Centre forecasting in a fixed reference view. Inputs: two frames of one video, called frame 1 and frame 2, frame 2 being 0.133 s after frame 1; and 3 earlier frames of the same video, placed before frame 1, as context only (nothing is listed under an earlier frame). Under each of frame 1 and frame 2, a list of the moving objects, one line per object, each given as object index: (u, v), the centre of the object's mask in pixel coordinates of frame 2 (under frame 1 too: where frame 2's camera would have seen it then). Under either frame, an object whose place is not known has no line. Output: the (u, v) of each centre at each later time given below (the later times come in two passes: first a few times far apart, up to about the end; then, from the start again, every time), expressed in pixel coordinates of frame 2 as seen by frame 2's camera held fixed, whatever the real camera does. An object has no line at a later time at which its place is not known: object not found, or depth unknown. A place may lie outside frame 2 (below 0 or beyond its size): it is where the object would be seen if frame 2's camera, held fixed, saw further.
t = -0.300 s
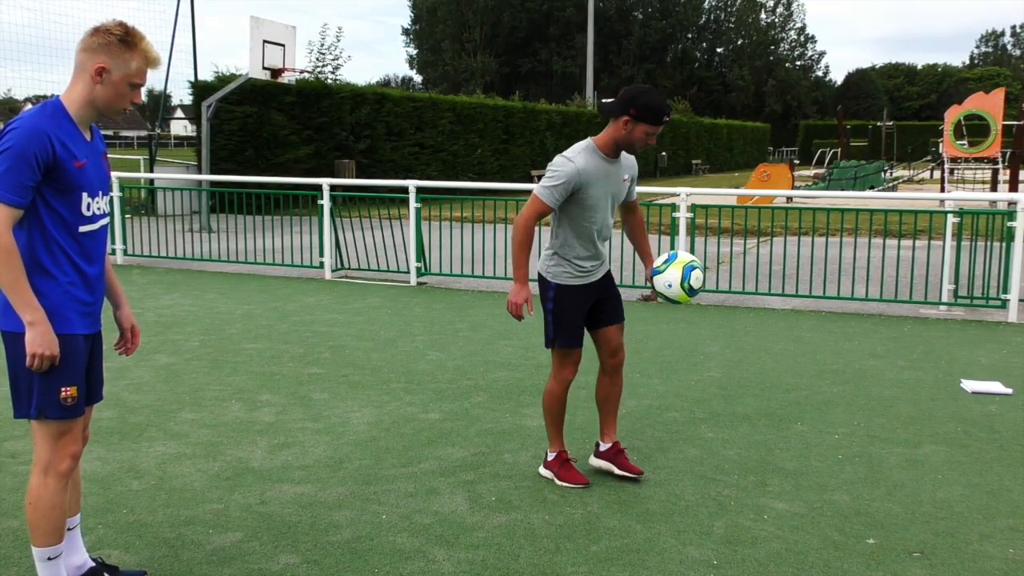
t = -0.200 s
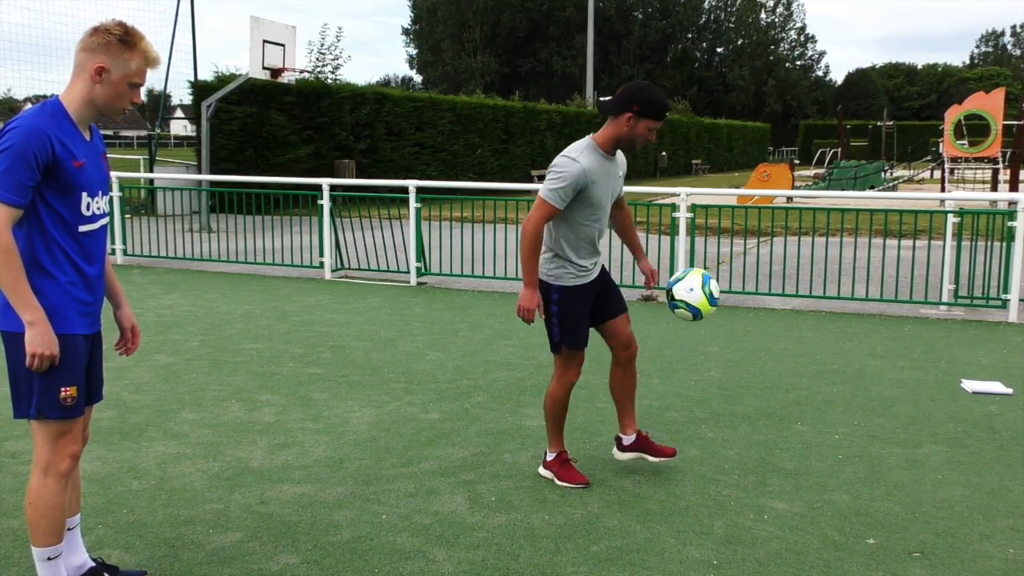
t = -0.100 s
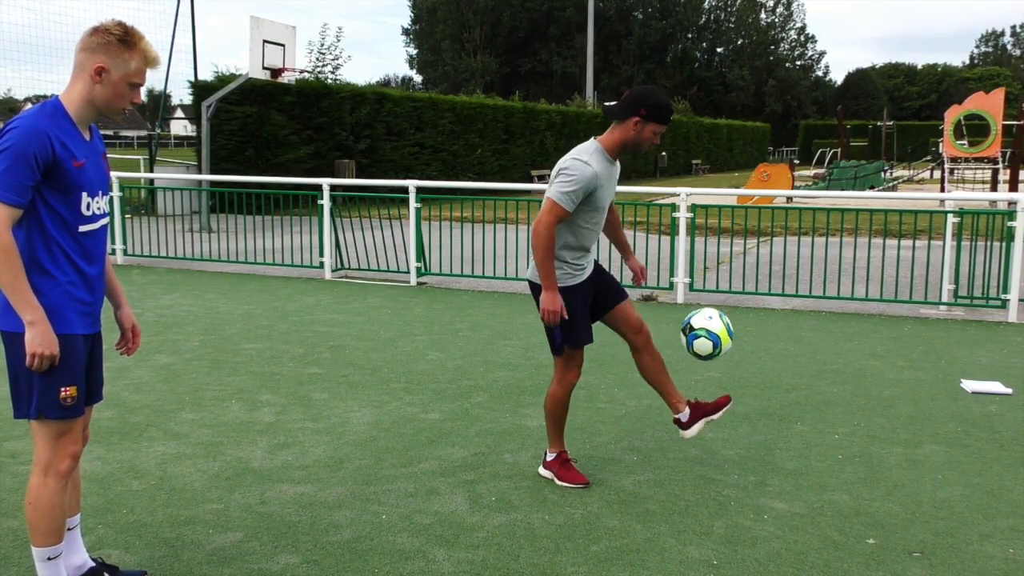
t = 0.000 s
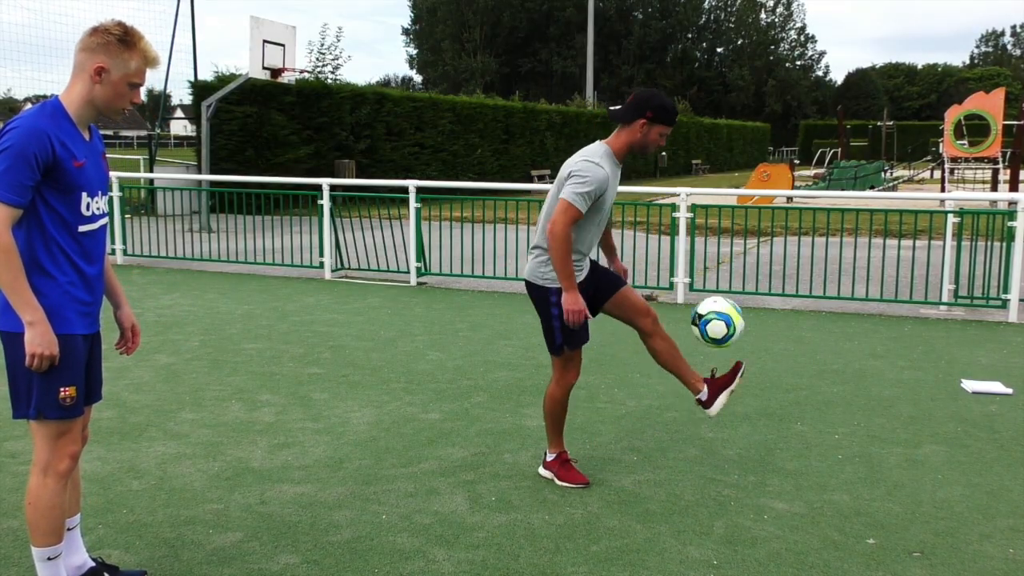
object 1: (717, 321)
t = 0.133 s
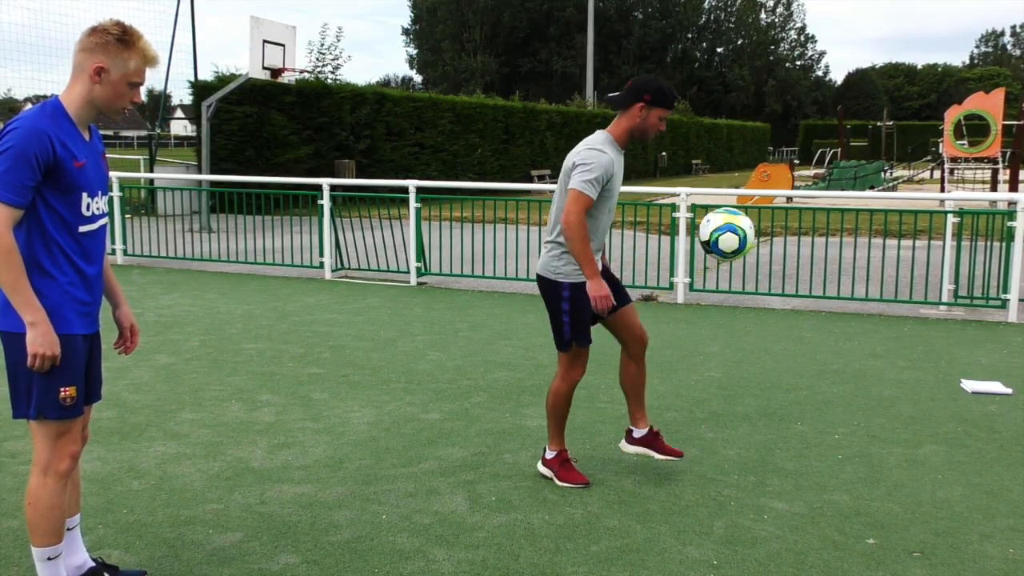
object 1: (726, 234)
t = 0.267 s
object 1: (734, 186)
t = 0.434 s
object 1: (743, 189)
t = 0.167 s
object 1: (729, 216)
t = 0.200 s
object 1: (730, 208)
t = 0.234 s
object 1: (732, 195)
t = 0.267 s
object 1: (734, 186)
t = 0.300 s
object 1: (735, 183)
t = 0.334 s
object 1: (738, 180)
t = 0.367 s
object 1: (740, 181)
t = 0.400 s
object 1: (741, 183)
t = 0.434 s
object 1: (743, 189)
